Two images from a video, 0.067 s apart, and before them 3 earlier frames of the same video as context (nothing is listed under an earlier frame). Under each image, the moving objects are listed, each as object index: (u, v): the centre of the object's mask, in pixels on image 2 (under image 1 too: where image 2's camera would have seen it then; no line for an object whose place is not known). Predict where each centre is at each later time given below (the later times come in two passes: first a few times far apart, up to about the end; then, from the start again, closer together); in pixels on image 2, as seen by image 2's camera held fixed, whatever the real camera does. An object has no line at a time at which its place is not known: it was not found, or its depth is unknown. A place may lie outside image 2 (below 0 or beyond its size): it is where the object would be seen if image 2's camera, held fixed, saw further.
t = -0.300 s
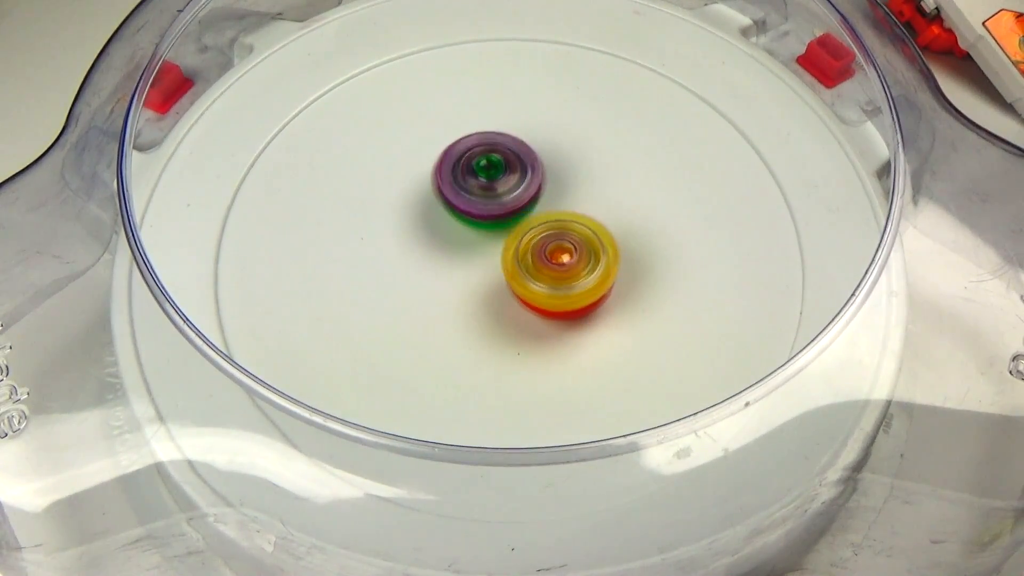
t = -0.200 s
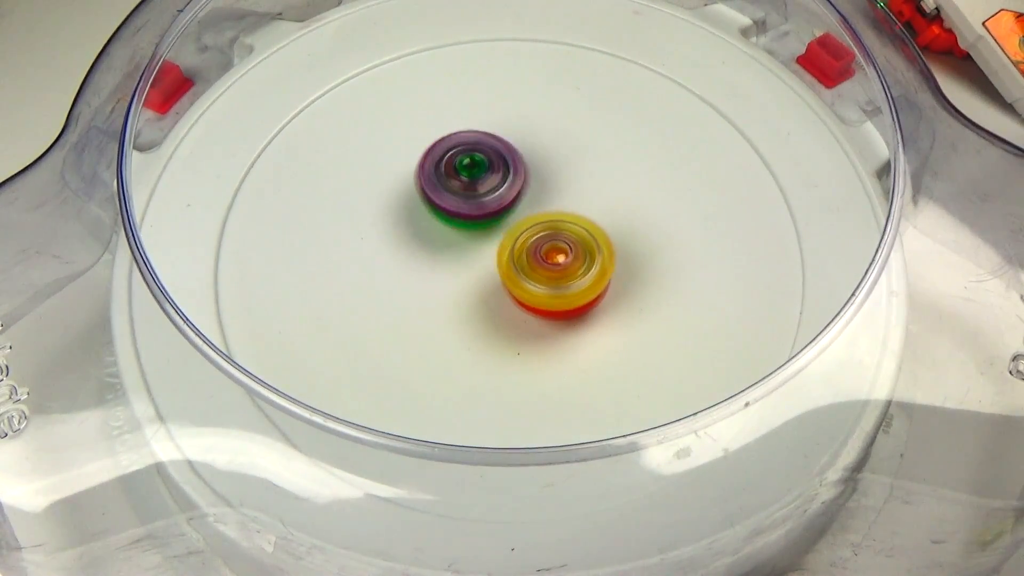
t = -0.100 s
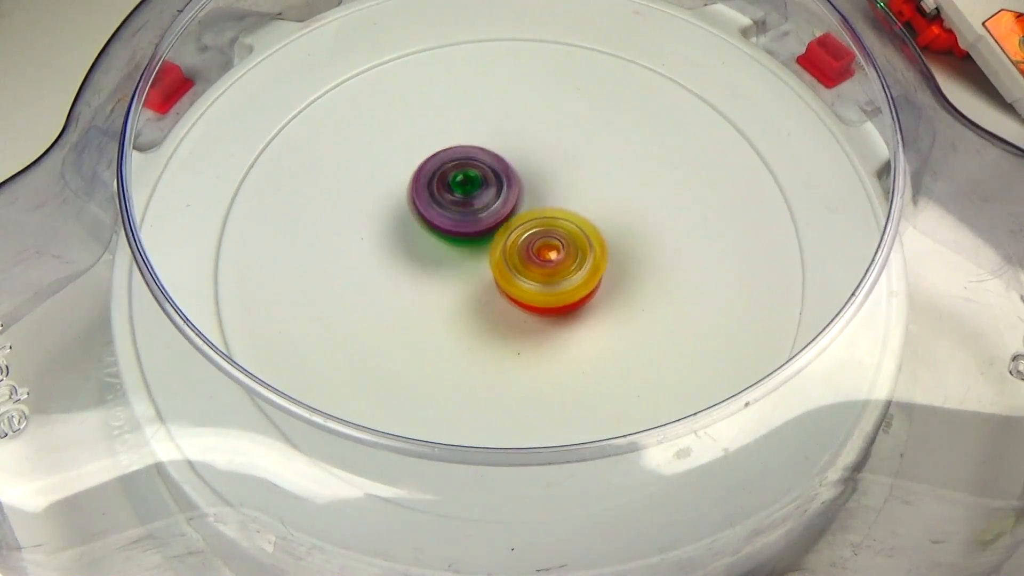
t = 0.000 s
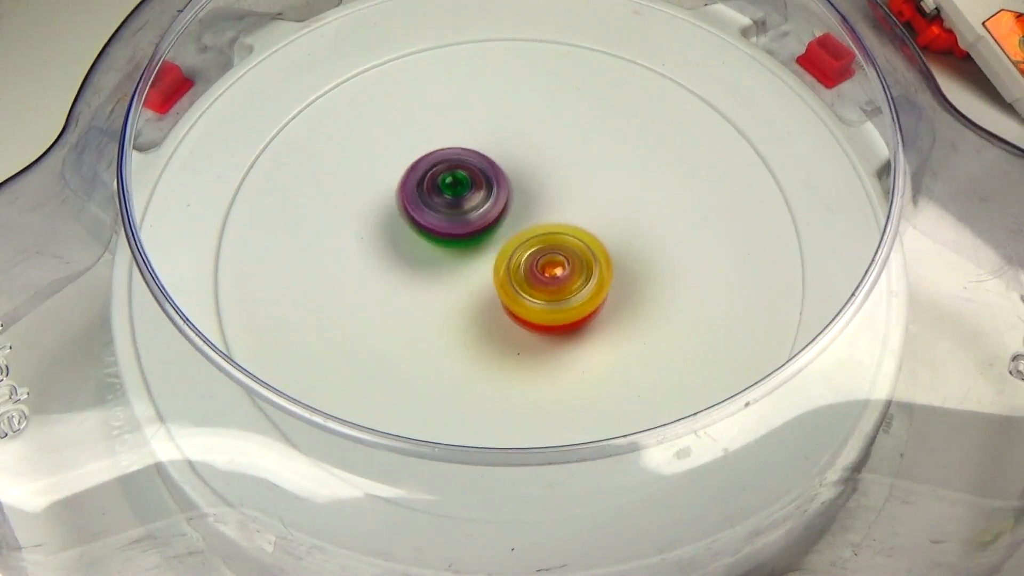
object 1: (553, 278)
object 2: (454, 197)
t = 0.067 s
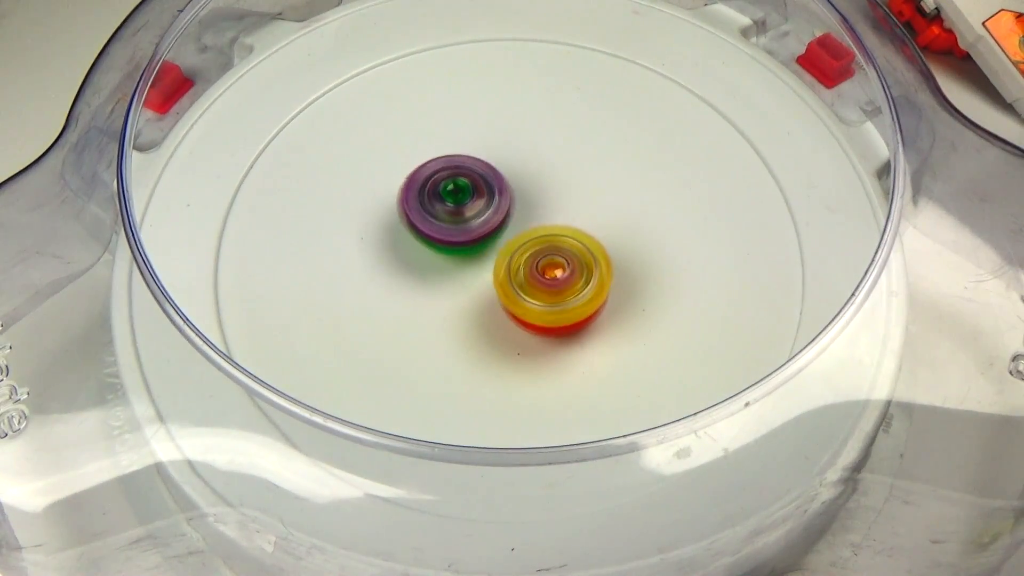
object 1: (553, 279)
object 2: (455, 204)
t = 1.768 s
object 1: (471, 303)
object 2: (554, 233)
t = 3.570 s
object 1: (600, 200)
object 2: (490, 253)
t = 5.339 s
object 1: (420, 244)
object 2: (534, 223)
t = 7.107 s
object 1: (638, 243)
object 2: (420, 234)
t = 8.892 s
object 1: (519, 207)
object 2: (556, 312)
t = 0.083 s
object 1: (553, 279)
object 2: (457, 206)
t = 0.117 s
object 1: (552, 280)
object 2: (460, 211)
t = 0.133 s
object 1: (552, 280)
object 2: (462, 214)
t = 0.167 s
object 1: (556, 285)
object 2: (463, 214)
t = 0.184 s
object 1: (558, 290)
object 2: (462, 212)
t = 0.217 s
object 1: (563, 297)
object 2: (461, 209)
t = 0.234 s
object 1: (565, 299)
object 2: (462, 208)
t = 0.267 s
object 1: (569, 302)
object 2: (463, 207)
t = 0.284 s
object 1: (571, 303)
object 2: (465, 207)
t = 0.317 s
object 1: (573, 305)
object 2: (468, 208)
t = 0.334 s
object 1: (575, 305)
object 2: (470, 209)
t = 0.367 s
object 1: (578, 306)
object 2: (474, 211)
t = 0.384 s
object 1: (579, 306)
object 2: (476, 213)
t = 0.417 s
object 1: (580, 305)
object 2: (481, 216)
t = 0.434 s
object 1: (580, 305)
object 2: (484, 217)
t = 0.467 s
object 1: (581, 303)
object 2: (489, 221)
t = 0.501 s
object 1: (581, 301)
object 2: (494, 224)
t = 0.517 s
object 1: (580, 301)
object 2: (496, 225)
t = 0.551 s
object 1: (580, 301)
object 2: (500, 227)
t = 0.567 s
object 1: (580, 302)
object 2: (501, 226)
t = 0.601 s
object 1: (578, 302)
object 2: (503, 225)
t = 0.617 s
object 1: (578, 302)
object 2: (503, 224)
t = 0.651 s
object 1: (577, 300)
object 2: (504, 222)
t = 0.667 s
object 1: (576, 300)
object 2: (505, 221)
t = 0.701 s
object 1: (575, 300)
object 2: (505, 218)
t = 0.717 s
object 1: (574, 300)
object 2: (505, 216)
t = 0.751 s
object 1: (572, 299)
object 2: (504, 212)
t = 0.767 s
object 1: (571, 299)
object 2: (503, 211)
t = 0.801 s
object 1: (569, 297)
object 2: (503, 209)
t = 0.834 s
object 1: (566, 295)
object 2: (501, 208)
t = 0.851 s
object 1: (564, 294)
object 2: (501, 208)
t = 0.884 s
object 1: (560, 292)
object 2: (499, 208)
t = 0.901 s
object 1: (557, 292)
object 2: (499, 208)
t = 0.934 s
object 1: (553, 295)
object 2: (497, 205)
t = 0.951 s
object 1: (551, 295)
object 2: (496, 204)
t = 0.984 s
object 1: (547, 296)
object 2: (494, 204)
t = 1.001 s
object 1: (545, 296)
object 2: (493, 204)
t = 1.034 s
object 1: (540, 295)
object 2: (492, 205)
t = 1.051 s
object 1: (537, 295)
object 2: (492, 206)
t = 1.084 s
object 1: (534, 299)
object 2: (492, 206)
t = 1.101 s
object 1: (531, 301)
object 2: (492, 206)
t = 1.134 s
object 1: (528, 303)
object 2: (492, 206)
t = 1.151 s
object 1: (525, 303)
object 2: (492, 207)
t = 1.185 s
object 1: (521, 305)
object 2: (493, 209)
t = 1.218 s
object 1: (516, 310)
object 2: (494, 209)
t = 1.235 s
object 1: (514, 312)
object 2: (494, 209)
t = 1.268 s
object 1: (511, 315)
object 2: (497, 210)
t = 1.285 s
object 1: (509, 316)
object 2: (498, 211)
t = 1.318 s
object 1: (506, 318)
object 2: (501, 212)
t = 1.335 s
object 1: (504, 318)
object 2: (502, 214)
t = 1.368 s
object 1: (503, 319)
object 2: (505, 216)
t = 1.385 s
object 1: (501, 319)
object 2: (507, 217)
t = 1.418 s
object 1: (498, 319)
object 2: (510, 220)
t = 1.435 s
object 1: (497, 319)
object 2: (512, 221)
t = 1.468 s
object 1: (493, 321)
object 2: (518, 223)
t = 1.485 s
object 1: (491, 321)
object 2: (521, 223)
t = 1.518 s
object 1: (488, 322)
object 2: (527, 223)
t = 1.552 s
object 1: (486, 322)
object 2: (532, 223)
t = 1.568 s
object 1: (485, 321)
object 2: (534, 223)
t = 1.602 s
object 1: (483, 320)
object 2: (537, 224)
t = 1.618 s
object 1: (482, 319)
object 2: (539, 225)
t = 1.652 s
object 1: (480, 317)
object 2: (544, 226)
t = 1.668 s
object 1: (479, 315)
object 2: (545, 227)
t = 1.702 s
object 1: (478, 312)
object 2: (549, 229)
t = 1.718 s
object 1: (477, 310)
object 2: (550, 230)
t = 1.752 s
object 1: (474, 305)
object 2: (552, 232)
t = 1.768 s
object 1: (471, 303)
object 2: (554, 233)
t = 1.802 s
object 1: (466, 300)
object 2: (559, 234)
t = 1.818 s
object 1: (465, 298)
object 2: (561, 234)
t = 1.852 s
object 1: (459, 294)
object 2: (564, 232)
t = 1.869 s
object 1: (458, 291)
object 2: (566, 231)
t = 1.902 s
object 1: (454, 287)
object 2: (567, 231)
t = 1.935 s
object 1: (450, 281)
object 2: (568, 230)
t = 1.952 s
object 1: (448, 279)
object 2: (568, 229)
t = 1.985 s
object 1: (446, 274)
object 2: (567, 231)
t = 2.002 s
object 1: (444, 271)
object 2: (567, 231)
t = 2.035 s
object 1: (440, 265)
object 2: (564, 231)
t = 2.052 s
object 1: (438, 263)
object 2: (562, 232)
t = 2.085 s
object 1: (436, 257)
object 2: (560, 233)
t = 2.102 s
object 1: (433, 255)
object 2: (559, 234)
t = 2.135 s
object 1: (431, 250)
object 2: (555, 235)
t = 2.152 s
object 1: (430, 247)
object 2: (553, 236)
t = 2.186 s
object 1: (427, 242)
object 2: (548, 238)
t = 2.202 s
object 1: (427, 240)
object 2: (547, 239)
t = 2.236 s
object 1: (425, 234)
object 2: (545, 241)
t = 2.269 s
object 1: (422, 229)
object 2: (543, 244)
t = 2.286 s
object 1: (422, 227)
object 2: (542, 246)
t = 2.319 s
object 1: (422, 222)
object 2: (538, 249)
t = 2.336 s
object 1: (420, 220)
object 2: (538, 250)
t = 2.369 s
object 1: (421, 216)
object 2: (536, 252)
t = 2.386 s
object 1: (421, 214)
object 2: (534, 253)
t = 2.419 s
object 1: (421, 210)
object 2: (530, 256)
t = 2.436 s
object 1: (422, 208)
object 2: (528, 257)
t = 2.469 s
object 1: (424, 205)
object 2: (526, 259)
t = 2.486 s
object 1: (424, 203)
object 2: (524, 260)
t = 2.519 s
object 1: (426, 199)
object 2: (521, 263)
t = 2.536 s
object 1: (428, 198)
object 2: (519, 264)
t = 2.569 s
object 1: (430, 195)
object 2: (516, 266)
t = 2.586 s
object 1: (432, 193)
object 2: (515, 267)
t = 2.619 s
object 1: (437, 191)
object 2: (512, 269)
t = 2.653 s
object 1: (440, 187)
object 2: (510, 272)
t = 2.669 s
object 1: (442, 186)
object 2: (509, 275)
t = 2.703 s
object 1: (446, 183)
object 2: (510, 277)
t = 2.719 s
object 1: (449, 182)
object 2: (509, 279)
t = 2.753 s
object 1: (453, 180)
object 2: (507, 281)
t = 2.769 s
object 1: (455, 178)
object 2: (506, 283)
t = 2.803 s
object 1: (460, 176)
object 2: (506, 284)
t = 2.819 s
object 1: (462, 176)
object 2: (505, 285)
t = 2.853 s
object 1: (467, 174)
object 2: (503, 286)
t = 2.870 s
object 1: (470, 173)
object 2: (502, 287)
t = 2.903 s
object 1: (476, 172)
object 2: (501, 288)
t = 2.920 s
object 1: (478, 172)
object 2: (501, 288)
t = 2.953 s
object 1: (485, 171)
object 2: (499, 288)
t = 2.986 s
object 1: (490, 171)
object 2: (498, 289)
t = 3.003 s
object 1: (493, 171)
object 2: (498, 289)
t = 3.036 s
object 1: (499, 171)
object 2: (497, 288)
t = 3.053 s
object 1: (502, 172)
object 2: (497, 287)
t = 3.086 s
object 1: (509, 173)
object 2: (497, 287)
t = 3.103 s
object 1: (512, 173)
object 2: (497, 286)
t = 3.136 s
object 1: (519, 175)
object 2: (497, 284)
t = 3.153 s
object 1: (522, 176)
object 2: (496, 283)
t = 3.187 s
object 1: (529, 178)
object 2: (497, 281)
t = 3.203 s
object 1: (533, 179)
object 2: (497, 280)
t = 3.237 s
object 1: (540, 181)
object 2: (496, 276)
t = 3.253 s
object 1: (543, 181)
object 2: (495, 275)
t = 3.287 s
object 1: (551, 184)
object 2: (495, 272)
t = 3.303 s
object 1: (555, 184)
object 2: (493, 272)
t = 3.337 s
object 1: (564, 186)
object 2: (490, 271)
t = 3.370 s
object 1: (571, 187)
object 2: (489, 270)
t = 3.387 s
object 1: (574, 189)
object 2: (489, 269)
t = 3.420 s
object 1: (581, 190)
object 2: (487, 266)
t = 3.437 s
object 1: (583, 190)
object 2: (487, 266)
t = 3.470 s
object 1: (588, 193)
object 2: (489, 263)
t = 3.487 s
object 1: (591, 194)
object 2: (489, 261)
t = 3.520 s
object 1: (596, 196)
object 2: (488, 259)
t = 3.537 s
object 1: (598, 198)
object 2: (489, 257)
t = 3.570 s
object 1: (600, 200)
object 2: (490, 253)
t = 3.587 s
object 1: (602, 202)
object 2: (489, 251)
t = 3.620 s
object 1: (606, 204)
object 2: (491, 247)
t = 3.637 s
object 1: (606, 206)
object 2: (492, 246)
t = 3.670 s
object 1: (609, 210)
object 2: (491, 242)
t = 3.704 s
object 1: (610, 214)
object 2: (492, 238)
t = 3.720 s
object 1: (610, 216)
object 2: (492, 236)
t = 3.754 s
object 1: (610, 220)
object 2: (490, 233)
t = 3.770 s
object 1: (612, 222)
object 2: (491, 231)
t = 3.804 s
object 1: (612, 227)
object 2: (490, 228)
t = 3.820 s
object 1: (611, 229)
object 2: (489, 227)
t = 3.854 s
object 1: (611, 234)
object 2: (489, 225)
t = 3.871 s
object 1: (609, 236)
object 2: (489, 223)
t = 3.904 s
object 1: (607, 241)
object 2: (487, 221)
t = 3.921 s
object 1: (607, 243)
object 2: (488, 220)
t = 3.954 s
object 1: (603, 248)
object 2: (488, 218)
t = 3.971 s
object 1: (602, 250)
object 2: (488, 217)
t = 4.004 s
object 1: (597, 255)
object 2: (488, 216)
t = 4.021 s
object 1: (595, 258)
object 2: (489, 215)
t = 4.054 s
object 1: (590, 263)
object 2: (487, 212)
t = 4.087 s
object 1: (587, 269)
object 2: (487, 211)
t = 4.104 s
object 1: (584, 271)
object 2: (486, 210)
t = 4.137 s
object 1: (580, 276)
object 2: (486, 209)
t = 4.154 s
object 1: (578, 278)
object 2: (486, 209)
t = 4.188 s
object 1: (572, 283)
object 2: (487, 208)
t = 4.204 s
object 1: (570, 285)
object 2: (487, 208)
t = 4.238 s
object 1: (564, 289)
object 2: (489, 209)
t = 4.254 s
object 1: (560, 291)
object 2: (489, 209)
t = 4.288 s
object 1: (554, 294)
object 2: (489, 209)
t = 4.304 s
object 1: (550, 295)
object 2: (491, 209)
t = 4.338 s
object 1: (543, 300)
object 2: (494, 208)
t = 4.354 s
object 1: (540, 302)
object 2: (494, 208)
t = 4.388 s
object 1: (533, 306)
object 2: (497, 207)
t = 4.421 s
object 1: (527, 309)
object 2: (499, 207)
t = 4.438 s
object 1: (524, 310)
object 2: (500, 207)
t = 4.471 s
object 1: (516, 312)
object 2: (504, 209)
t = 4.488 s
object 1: (514, 312)
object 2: (505, 210)
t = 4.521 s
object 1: (507, 313)
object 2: (508, 213)
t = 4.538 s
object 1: (505, 314)
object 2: (508, 214)
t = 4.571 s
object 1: (496, 315)
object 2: (510, 217)
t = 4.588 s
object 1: (493, 317)
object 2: (512, 218)
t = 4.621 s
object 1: (485, 318)
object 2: (514, 219)
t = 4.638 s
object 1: (482, 319)
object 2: (514, 220)
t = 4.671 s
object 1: (476, 319)
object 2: (516, 220)
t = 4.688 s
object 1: (472, 319)
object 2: (516, 221)
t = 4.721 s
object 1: (467, 317)
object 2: (517, 222)
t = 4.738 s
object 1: (464, 317)
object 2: (517, 222)
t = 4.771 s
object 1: (460, 315)
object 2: (515, 224)
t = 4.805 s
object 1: (456, 312)
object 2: (517, 224)
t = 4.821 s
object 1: (453, 311)
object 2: (516, 224)
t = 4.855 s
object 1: (450, 308)
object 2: (517, 225)
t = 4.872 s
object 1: (447, 306)
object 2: (517, 226)
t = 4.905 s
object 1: (444, 302)
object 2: (516, 229)
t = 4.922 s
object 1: (438, 302)
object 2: (518, 227)
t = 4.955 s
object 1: (432, 299)
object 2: (521, 225)
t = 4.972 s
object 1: (429, 297)
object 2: (523, 224)
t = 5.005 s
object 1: (425, 293)
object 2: (525, 222)
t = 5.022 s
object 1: (422, 292)
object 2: (525, 221)
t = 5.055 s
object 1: (420, 287)
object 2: (527, 221)
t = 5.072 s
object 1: (419, 285)
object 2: (527, 221)
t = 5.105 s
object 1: (418, 280)
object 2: (527, 222)
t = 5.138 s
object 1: (418, 276)
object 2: (527, 221)
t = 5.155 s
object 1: (418, 273)
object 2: (527, 223)
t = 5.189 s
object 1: (419, 269)
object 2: (527, 222)
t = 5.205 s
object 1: (419, 265)
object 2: (527, 223)
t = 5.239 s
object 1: (421, 261)
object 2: (530, 222)
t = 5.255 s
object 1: (418, 258)
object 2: (530, 222)
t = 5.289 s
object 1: (419, 253)
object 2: (535, 222)
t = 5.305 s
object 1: (418, 250)
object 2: (535, 222)
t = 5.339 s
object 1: (420, 244)
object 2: (534, 223)
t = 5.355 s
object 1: (417, 242)
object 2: (537, 223)
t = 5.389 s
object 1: (413, 236)
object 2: (542, 222)
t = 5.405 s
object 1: (412, 234)
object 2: (544, 223)
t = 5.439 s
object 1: (411, 229)
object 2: (546, 223)
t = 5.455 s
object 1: (411, 226)
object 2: (546, 224)
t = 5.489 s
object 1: (412, 222)
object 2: (546, 225)
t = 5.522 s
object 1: (416, 218)
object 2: (546, 225)
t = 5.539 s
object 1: (416, 216)
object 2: (545, 226)
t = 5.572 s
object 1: (420, 212)
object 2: (545, 227)
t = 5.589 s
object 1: (422, 210)
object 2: (543, 228)
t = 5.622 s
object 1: (426, 207)
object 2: (543, 230)
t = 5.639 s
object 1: (428, 204)
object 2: (542, 230)
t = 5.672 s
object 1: (431, 200)
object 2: (544, 235)
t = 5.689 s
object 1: (433, 198)
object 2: (544, 235)
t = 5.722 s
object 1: (437, 194)
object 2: (545, 239)
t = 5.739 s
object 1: (440, 192)
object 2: (545, 240)
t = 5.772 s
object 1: (443, 189)
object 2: (546, 243)
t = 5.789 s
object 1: (447, 187)
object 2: (546, 244)
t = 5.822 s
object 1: (451, 185)
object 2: (545, 245)
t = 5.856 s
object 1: (455, 180)
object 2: (545, 247)
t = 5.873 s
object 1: (457, 178)
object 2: (546, 247)
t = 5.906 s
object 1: (460, 175)
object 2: (547, 249)
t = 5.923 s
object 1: (462, 173)
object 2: (548, 250)
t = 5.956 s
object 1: (467, 171)
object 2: (545, 252)
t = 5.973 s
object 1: (468, 170)
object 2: (545, 251)
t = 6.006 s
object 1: (474, 168)
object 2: (543, 252)
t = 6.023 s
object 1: (477, 168)
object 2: (543, 251)
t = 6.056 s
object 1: (480, 165)
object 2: (543, 253)
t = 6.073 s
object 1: (482, 162)
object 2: (545, 256)
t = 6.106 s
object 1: (487, 159)
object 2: (545, 260)
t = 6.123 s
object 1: (490, 158)
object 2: (546, 261)
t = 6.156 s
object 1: (493, 156)
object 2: (545, 264)
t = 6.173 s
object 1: (497, 155)
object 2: (544, 265)
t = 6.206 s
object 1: (502, 156)
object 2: (543, 267)
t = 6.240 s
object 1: (506, 157)
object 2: (541, 267)
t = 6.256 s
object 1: (509, 157)
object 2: (540, 268)
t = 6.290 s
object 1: (514, 160)
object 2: (537, 267)
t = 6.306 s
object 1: (516, 161)
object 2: (536, 267)
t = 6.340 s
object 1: (522, 164)
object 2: (533, 267)
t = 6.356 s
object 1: (525, 166)
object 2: (532, 267)
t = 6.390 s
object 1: (531, 167)
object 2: (529, 269)
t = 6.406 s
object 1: (534, 168)
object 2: (528, 271)
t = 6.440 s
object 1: (540, 168)
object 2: (525, 275)
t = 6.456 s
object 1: (544, 169)
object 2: (524, 277)
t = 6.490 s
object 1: (549, 172)
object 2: (522, 277)
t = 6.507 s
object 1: (550, 172)
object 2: (521, 277)
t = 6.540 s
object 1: (555, 176)
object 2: (521, 276)
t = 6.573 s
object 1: (559, 179)
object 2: (520, 275)
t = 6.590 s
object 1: (561, 180)
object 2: (520, 276)
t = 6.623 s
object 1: (568, 182)
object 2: (519, 278)
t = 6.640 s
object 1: (570, 184)
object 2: (517, 278)
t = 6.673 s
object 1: (575, 188)
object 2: (516, 278)
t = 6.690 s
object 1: (577, 189)
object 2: (514, 278)
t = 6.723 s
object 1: (580, 193)
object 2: (511, 277)
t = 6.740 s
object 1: (582, 194)
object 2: (509, 277)
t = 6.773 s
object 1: (586, 197)
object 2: (505, 276)
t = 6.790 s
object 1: (588, 199)
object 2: (502, 275)
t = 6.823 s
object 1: (588, 203)
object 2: (499, 273)
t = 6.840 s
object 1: (590, 204)
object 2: (497, 272)
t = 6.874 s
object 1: (593, 208)
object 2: (490, 269)
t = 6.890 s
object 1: (594, 211)
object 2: (488, 268)
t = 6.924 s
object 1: (596, 215)
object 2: (483, 265)
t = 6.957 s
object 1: (596, 219)
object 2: (480, 260)
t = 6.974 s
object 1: (595, 221)
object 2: (479, 259)
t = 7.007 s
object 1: (595, 225)
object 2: (476, 255)
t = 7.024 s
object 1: (594, 227)
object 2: (476, 252)
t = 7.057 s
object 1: (613, 234)
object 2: (455, 245)
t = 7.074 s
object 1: (623, 237)
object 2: (443, 241)
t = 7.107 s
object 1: (638, 243)
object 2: (420, 234)
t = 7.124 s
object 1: (641, 246)
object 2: (409, 231)
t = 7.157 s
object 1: (646, 251)
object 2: (394, 227)
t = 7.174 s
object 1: (648, 253)
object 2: (389, 225)
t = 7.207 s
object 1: (647, 258)
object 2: (379, 224)
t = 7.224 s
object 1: (645, 260)
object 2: (376, 224)
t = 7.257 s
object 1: (642, 263)
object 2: (373, 225)
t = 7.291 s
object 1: (638, 267)
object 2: (375, 227)
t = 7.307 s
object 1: (635, 269)
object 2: (377, 228)
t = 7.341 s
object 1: (628, 272)
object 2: (384, 231)
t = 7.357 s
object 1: (625, 274)
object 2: (386, 232)
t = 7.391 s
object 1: (616, 277)
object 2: (395, 234)
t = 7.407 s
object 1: (611, 279)
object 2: (401, 236)
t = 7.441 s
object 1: (601, 281)
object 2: (412, 237)
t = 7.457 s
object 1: (597, 282)
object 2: (419, 238)
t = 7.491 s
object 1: (585, 284)
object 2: (431, 238)
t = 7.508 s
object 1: (578, 285)
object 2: (437, 237)
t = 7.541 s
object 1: (567, 286)
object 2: (450, 236)
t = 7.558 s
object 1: (562, 286)
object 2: (457, 235)
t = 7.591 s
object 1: (564, 298)
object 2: (456, 221)
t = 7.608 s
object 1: (565, 304)
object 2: (454, 214)
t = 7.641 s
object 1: (562, 312)
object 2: (452, 201)
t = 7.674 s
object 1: (556, 316)
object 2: (451, 189)
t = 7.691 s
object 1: (553, 317)
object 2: (453, 184)
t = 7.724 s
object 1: (546, 319)
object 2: (454, 176)
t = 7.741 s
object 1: (541, 319)
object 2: (453, 172)
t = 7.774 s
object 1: (533, 318)
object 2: (455, 167)
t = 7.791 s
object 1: (529, 317)
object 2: (457, 165)
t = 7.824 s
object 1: (521, 316)
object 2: (461, 164)
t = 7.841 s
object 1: (517, 315)
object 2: (462, 164)
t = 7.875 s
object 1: (509, 312)
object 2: (467, 165)
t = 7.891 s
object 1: (505, 310)
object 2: (468, 167)
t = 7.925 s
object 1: (498, 306)
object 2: (473, 170)
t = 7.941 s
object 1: (495, 304)
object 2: (476, 172)
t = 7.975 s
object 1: (488, 299)
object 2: (482, 176)
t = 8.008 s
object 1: (483, 293)
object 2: (487, 181)
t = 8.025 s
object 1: (479, 290)
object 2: (488, 184)
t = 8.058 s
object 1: (474, 283)
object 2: (494, 187)
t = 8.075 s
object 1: (469, 283)
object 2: (499, 187)
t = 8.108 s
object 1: (454, 288)
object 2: (512, 182)
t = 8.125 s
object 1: (448, 290)
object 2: (518, 181)
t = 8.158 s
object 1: (441, 290)
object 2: (529, 178)
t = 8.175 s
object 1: (438, 288)
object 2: (534, 177)
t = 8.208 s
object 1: (434, 283)
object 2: (543, 176)
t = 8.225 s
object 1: (434, 281)
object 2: (547, 177)
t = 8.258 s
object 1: (432, 276)
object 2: (554, 179)
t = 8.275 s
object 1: (431, 274)
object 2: (557, 180)
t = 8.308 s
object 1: (432, 269)
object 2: (563, 184)
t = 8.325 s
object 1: (433, 266)
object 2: (565, 187)
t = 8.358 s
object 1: (435, 260)
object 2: (570, 194)
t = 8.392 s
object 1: (436, 254)
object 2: (573, 201)
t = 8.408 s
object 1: (439, 251)
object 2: (575, 205)
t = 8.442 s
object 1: (441, 246)
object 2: (577, 213)
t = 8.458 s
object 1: (444, 244)
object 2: (579, 218)
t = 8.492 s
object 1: (449, 239)
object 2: (580, 227)
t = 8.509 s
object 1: (452, 236)
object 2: (581, 231)
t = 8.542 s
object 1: (457, 231)
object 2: (581, 240)
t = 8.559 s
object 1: (461, 229)
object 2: (582, 245)
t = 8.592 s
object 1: (466, 226)
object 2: (582, 254)
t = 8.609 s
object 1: (469, 224)
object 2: (583, 259)
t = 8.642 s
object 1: (472, 218)
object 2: (585, 268)
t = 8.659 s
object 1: (475, 215)
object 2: (586, 272)
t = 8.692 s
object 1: (480, 212)
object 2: (585, 279)
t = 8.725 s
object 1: (487, 210)
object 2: (583, 286)
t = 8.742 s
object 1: (490, 209)
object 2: (580, 290)
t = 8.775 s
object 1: (497, 208)
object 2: (576, 296)
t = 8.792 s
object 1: (500, 207)
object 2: (575, 299)
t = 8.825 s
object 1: (507, 206)
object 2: (569, 304)
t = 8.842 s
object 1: (510, 206)
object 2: (566, 307)
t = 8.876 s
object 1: (517, 207)
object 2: (560, 310)
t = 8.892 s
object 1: (519, 207)
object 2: (556, 312)
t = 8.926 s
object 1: (526, 208)
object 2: (549, 314)
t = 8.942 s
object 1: (529, 208)
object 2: (545, 315)
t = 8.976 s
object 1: (535, 210)
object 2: (538, 316)
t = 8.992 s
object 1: (538, 211)
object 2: (533, 317)
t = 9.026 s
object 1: (544, 214)
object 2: (524, 316)
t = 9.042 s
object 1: (547, 216)
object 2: (520, 316)
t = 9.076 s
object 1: (553, 217)
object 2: (509, 315)
